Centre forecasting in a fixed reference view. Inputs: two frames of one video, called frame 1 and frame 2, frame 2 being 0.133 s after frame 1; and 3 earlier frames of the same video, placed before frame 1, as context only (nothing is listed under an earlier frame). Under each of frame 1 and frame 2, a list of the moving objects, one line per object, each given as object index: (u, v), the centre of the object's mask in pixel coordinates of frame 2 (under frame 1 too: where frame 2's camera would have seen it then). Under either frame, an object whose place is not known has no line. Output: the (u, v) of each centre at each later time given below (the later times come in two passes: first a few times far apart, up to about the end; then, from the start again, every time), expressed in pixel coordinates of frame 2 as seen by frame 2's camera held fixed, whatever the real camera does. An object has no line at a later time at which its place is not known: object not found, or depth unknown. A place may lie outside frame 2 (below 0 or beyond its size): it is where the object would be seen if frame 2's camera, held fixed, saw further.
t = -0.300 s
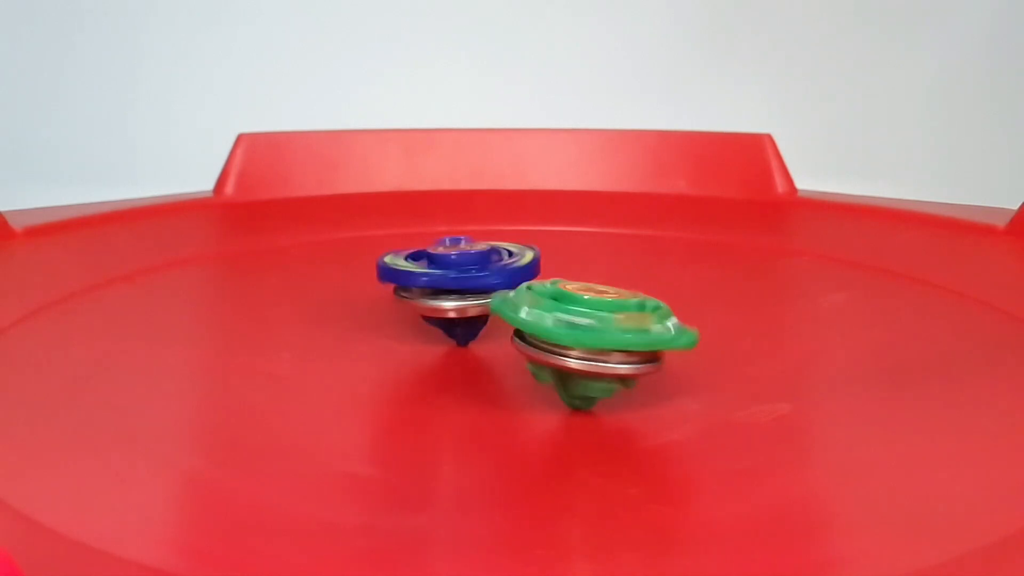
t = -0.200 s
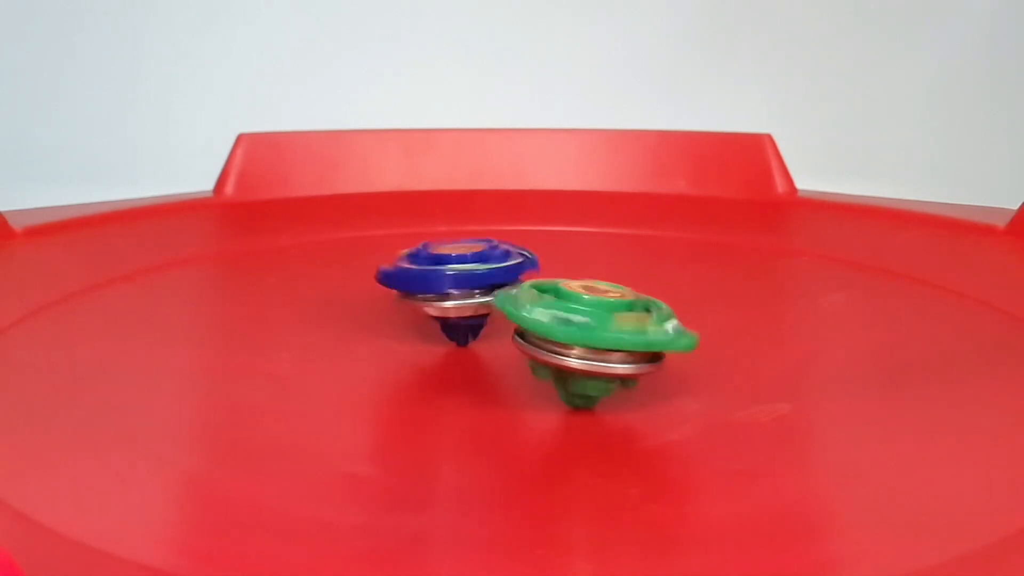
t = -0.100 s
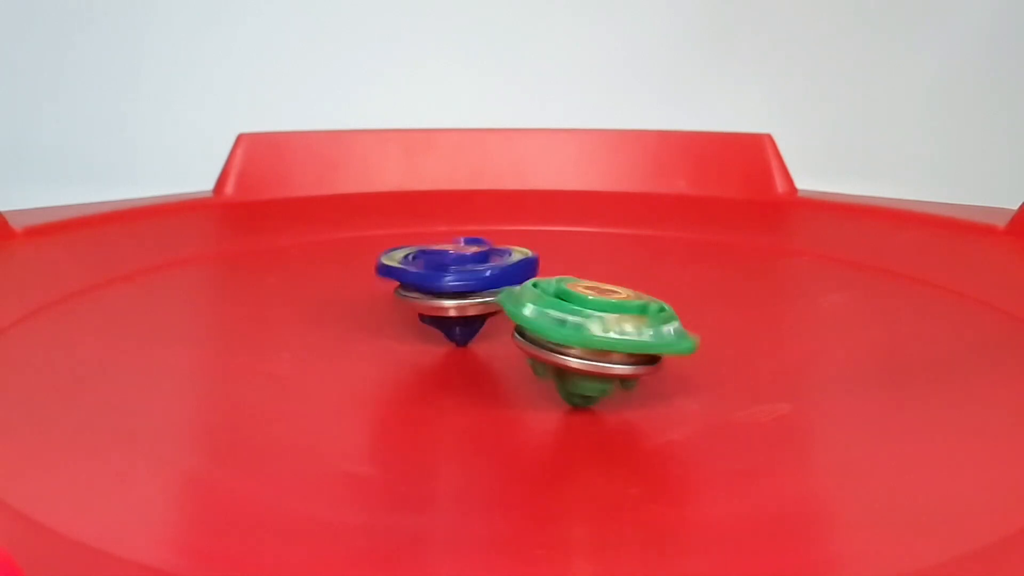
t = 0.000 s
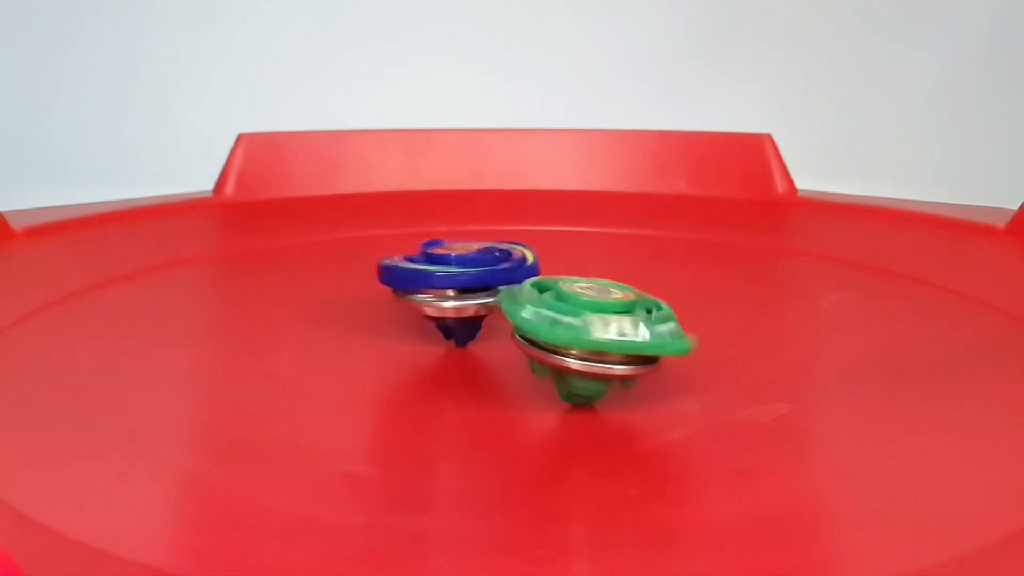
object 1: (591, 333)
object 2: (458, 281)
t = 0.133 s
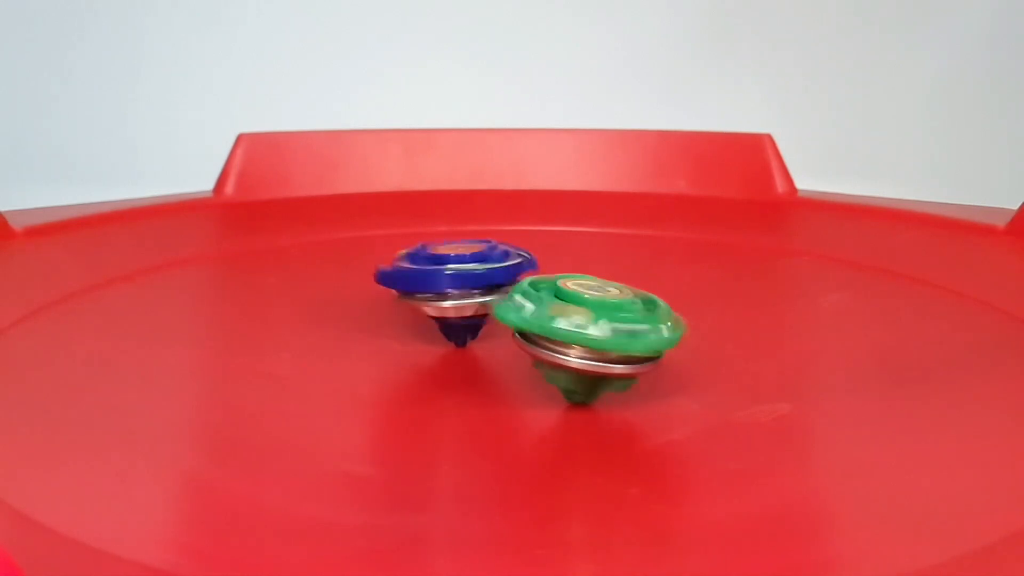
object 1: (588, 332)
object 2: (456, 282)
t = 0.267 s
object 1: (590, 331)
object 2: (454, 282)
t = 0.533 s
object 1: (590, 328)
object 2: (453, 282)
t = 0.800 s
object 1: (592, 325)
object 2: (453, 283)
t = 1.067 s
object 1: (598, 322)
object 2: (452, 283)
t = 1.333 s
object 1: (600, 319)
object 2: (451, 283)
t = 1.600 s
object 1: (605, 315)
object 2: (449, 285)
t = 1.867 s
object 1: (617, 312)
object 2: (440, 282)
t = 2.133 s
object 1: (625, 310)
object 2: (434, 282)
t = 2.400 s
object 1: (629, 309)
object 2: (426, 280)
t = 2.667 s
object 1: (637, 308)
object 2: (420, 279)
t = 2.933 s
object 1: (642, 305)
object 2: (416, 278)
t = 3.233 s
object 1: (646, 304)
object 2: (415, 278)
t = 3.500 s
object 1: (651, 304)
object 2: (415, 278)
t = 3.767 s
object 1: (654, 303)
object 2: (415, 277)
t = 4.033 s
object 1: (655, 302)
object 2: (412, 277)
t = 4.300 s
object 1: (659, 303)
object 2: (412, 277)
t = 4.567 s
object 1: (661, 303)
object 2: (412, 277)
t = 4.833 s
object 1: (659, 303)
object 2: (411, 277)
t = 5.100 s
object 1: (661, 303)
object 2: (413, 276)
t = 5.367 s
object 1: (659, 304)
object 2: (409, 277)
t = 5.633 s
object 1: (655, 305)
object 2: (410, 278)
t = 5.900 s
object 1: (654, 305)
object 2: (409, 278)
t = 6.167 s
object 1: (651, 306)
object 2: (411, 278)
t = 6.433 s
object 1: (644, 306)
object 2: (409, 280)
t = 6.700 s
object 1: (640, 306)
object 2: (410, 281)
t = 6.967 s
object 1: (636, 306)
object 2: (411, 283)
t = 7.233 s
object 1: (627, 306)
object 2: (414, 287)
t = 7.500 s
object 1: (621, 305)
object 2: (417, 290)
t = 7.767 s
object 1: (617, 305)
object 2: (421, 292)
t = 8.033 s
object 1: (608, 303)
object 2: (426, 295)
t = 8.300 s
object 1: (614, 303)
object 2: (421, 300)
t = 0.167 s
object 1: (590, 331)
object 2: (456, 282)
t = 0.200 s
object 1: (591, 331)
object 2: (455, 282)
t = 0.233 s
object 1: (590, 331)
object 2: (455, 282)
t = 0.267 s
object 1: (590, 331)
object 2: (454, 282)
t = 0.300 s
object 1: (591, 331)
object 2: (456, 282)
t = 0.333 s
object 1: (590, 330)
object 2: (456, 281)
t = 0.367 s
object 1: (590, 330)
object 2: (454, 282)
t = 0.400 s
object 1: (590, 330)
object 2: (455, 282)
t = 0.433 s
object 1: (589, 329)
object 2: (454, 282)
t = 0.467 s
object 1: (590, 329)
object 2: (454, 282)
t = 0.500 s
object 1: (590, 329)
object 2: (455, 283)
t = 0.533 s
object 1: (590, 328)
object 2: (453, 282)
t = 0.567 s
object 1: (592, 328)
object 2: (452, 283)
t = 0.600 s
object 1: (592, 328)
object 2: (455, 283)
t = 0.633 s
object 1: (593, 327)
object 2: (453, 282)
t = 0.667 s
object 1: (594, 326)
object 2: (455, 282)
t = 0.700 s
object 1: (593, 326)
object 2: (454, 282)
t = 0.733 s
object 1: (593, 326)
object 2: (452, 282)
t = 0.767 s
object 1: (593, 325)
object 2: (453, 283)
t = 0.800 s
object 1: (592, 325)
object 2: (453, 283)
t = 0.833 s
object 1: (592, 325)
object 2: (452, 283)
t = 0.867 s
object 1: (594, 324)
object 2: (452, 283)
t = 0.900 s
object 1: (593, 324)
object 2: (451, 283)
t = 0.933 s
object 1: (594, 324)
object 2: (452, 284)
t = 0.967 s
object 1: (596, 323)
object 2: (453, 283)
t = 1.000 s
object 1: (596, 323)
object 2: (453, 283)
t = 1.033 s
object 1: (597, 322)
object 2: (451, 283)
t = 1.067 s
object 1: (598, 322)
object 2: (452, 283)
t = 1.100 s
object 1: (597, 322)
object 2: (452, 284)
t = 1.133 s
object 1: (597, 321)
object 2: (451, 283)
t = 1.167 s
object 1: (598, 321)
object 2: (453, 284)
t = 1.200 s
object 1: (596, 320)
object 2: (451, 284)
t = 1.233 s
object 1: (597, 320)
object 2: (450, 284)
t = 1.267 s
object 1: (598, 319)
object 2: (453, 284)
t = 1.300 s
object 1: (598, 319)
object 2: (450, 284)
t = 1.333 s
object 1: (600, 319)
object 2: (451, 283)
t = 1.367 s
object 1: (601, 319)
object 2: (452, 284)
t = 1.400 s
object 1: (601, 318)
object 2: (450, 284)
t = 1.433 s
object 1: (602, 317)
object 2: (452, 284)
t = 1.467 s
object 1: (602, 317)
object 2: (451, 284)
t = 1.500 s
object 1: (602, 317)
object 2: (451, 284)
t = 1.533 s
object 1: (603, 315)
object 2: (450, 284)
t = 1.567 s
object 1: (604, 316)
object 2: (449, 284)
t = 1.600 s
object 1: (605, 315)
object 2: (449, 285)
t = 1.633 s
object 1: (608, 313)
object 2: (448, 284)
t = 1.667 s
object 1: (609, 313)
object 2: (448, 283)
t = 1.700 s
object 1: (611, 313)
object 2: (447, 283)
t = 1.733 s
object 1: (613, 312)
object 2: (445, 283)
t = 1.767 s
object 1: (614, 313)
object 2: (445, 283)
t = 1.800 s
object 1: (616, 313)
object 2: (443, 283)
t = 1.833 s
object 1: (617, 312)
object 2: (442, 282)
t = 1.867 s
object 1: (617, 312)
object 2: (440, 282)
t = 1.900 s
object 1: (618, 313)
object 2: (439, 282)
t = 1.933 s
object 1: (620, 311)
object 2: (438, 282)
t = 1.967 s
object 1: (619, 312)
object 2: (437, 282)
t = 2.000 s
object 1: (620, 312)
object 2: (437, 281)
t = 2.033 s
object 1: (622, 310)
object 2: (437, 281)
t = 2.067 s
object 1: (622, 311)
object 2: (436, 282)
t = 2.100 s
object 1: (623, 311)
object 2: (436, 282)
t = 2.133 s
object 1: (625, 310)
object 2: (434, 282)
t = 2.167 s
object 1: (624, 310)
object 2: (433, 280)
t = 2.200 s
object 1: (626, 310)
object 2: (433, 280)
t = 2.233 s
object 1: (627, 309)
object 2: (430, 280)
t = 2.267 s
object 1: (627, 310)
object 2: (430, 280)
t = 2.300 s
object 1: (627, 310)
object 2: (429, 281)
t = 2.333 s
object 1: (629, 308)
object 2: (429, 280)
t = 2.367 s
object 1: (628, 309)
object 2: (428, 280)
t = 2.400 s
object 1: (629, 309)
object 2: (426, 280)
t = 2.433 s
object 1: (631, 307)
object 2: (426, 280)
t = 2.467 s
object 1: (630, 309)
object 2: (425, 281)
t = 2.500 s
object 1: (632, 308)
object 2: (424, 279)
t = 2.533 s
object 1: (634, 307)
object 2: (424, 279)
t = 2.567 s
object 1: (634, 308)
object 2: (422, 279)
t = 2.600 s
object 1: (635, 308)
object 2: (420, 279)
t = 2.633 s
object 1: (637, 306)
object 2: (420, 279)
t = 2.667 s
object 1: (637, 308)
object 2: (420, 279)
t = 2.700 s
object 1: (638, 307)
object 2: (421, 279)
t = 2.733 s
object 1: (639, 306)
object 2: (419, 279)
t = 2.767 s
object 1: (639, 307)
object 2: (418, 279)
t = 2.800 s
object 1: (640, 307)
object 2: (418, 280)
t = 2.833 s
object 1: (641, 305)
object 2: (417, 279)
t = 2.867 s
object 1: (640, 307)
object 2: (418, 279)
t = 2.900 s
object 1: (641, 306)
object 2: (416, 279)
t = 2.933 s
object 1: (642, 305)
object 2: (416, 278)
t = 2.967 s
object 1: (641, 306)
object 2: (416, 279)
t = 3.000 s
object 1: (643, 305)
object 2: (416, 278)
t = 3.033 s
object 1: (644, 305)
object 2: (417, 278)
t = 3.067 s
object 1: (643, 306)
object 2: (417, 278)
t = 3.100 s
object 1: (644, 305)
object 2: (416, 278)
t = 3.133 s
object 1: (645, 304)
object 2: (416, 278)
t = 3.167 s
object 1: (644, 306)
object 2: (414, 278)
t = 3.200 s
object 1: (645, 305)
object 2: (416, 278)
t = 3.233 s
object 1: (646, 304)
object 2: (415, 278)
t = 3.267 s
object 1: (646, 305)
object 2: (414, 278)
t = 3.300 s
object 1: (647, 304)
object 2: (415, 278)
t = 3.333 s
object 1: (648, 303)
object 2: (415, 278)
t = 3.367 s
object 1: (648, 304)
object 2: (417, 278)
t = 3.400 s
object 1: (650, 304)
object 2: (417, 278)
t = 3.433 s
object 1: (651, 303)
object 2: (416, 278)
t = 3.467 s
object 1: (650, 304)
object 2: (415, 278)
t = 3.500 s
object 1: (651, 304)
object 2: (415, 278)
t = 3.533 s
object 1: (652, 303)
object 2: (415, 277)
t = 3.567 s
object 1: (651, 304)
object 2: (416, 278)
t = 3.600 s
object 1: (652, 304)
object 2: (414, 278)
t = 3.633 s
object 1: (653, 303)
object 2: (414, 278)
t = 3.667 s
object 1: (652, 304)
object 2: (415, 278)
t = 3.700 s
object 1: (653, 303)
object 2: (415, 277)
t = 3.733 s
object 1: (654, 302)
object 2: (416, 277)
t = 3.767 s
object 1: (654, 303)
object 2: (415, 277)
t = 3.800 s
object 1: (655, 303)
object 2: (414, 277)
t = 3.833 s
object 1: (655, 302)
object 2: (414, 277)
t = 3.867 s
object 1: (655, 303)
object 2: (413, 277)
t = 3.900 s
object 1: (655, 303)
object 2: (414, 278)
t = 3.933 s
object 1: (654, 302)
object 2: (412, 277)
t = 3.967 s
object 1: (654, 303)
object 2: (412, 277)
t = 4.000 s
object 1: (655, 303)
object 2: (413, 278)
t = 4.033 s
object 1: (655, 302)
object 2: (412, 277)
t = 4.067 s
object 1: (655, 303)
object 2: (415, 277)
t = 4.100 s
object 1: (656, 303)
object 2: (414, 277)
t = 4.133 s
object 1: (658, 302)
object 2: (413, 277)
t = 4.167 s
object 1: (658, 303)
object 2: (413, 277)
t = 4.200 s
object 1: (659, 303)
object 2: (412, 277)
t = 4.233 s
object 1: (660, 302)
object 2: (414, 277)
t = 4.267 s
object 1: (659, 303)
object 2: (413, 277)
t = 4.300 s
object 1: (659, 303)
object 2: (412, 277)
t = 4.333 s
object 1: (660, 302)
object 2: (412, 277)
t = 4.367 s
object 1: (659, 303)
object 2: (412, 277)
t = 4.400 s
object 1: (660, 303)
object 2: (414, 277)
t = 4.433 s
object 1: (660, 302)
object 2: (415, 277)
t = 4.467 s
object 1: (660, 303)
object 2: (413, 277)
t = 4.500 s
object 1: (661, 303)
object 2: (412, 277)
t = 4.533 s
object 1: (661, 302)
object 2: (412, 277)
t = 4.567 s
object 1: (661, 303)
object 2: (412, 277)
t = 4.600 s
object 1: (661, 303)
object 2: (413, 277)
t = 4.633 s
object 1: (661, 302)
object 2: (411, 277)
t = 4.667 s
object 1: (660, 303)
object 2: (411, 277)
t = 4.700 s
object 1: (660, 303)
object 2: (412, 277)
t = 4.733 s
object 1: (660, 303)
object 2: (412, 277)
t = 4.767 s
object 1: (659, 303)
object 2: (414, 277)
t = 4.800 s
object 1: (659, 303)
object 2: (412, 277)
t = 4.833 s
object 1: (659, 303)
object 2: (411, 277)
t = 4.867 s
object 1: (659, 303)
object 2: (411, 277)
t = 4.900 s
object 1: (660, 303)
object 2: (410, 277)
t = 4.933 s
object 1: (661, 303)
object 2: (412, 277)
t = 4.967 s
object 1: (661, 304)
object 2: (410, 277)
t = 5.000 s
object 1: (661, 303)
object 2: (410, 277)
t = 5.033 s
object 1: (662, 303)
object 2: (410, 277)
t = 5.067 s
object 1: (661, 303)
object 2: (410, 277)
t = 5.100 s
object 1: (661, 303)
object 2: (413, 276)
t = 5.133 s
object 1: (661, 303)
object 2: (412, 277)
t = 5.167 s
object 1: (660, 304)
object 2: (411, 277)
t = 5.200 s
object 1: (660, 303)
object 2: (410, 277)
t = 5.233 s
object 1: (660, 303)
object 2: (410, 277)
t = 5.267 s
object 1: (659, 304)
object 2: (411, 277)
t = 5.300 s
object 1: (660, 303)
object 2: (410, 278)
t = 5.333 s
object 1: (660, 304)
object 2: (409, 278)
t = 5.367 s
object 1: (659, 304)
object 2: (409, 277)
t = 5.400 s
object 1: (659, 304)
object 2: (409, 277)
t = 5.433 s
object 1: (660, 304)
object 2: (411, 277)
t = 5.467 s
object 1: (658, 304)
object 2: (412, 277)
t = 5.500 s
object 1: (657, 304)
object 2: (410, 278)
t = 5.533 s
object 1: (657, 304)
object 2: (409, 277)
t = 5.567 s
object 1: (656, 305)
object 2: (410, 277)
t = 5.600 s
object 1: (655, 305)
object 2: (409, 277)
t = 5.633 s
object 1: (655, 305)
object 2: (410, 278)
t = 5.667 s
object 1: (654, 305)
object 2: (408, 278)
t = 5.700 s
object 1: (655, 304)
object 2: (408, 278)
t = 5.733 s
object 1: (656, 305)
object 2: (409, 278)
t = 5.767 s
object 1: (655, 305)
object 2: (408, 278)
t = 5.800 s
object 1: (655, 305)
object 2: (411, 277)
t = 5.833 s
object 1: (655, 305)
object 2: (410, 278)
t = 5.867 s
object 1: (654, 305)
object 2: (409, 278)
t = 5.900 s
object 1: (654, 305)
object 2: (409, 278)
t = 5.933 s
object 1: (654, 305)
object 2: (408, 278)
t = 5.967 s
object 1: (653, 305)
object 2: (410, 278)
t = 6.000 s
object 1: (652, 305)
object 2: (409, 278)
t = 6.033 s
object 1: (652, 305)
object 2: (408, 279)
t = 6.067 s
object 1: (651, 306)
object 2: (408, 278)
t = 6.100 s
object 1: (651, 305)
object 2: (408, 279)
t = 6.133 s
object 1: (652, 305)
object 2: (410, 278)
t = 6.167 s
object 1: (651, 306)
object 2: (411, 278)
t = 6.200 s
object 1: (650, 305)
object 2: (409, 279)
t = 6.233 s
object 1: (650, 305)
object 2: (408, 279)
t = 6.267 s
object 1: (648, 306)
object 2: (409, 279)
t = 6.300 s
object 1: (647, 305)
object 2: (409, 279)
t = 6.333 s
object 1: (647, 305)
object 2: (409, 279)
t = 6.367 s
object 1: (646, 306)
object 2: (408, 280)
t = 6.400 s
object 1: (644, 306)
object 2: (407, 280)
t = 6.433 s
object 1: (644, 306)
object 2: (409, 280)
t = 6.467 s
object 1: (643, 306)
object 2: (409, 280)
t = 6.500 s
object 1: (643, 305)
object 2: (411, 279)
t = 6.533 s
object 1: (644, 306)
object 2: (410, 280)
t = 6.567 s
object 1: (643, 307)
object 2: (409, 281)
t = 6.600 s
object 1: (642, 306)
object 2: (410, 280)
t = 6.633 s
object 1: (642, 306)
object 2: (410, 281)
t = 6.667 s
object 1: (641, 306)
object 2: (412, 281)
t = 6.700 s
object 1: (640, 306)
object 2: (410, 281)
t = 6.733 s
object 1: (640, 306)
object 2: (409, 281)
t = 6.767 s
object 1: (639, 307)
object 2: (410, 281)
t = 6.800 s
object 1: (638, 306)
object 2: (410, 282)
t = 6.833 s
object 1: (638, 306)
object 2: (412, 281)
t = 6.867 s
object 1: (636, 307)
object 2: (412, 283)
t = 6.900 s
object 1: (636, 306)
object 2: (411, 283)
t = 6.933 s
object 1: (637, 306)
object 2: (411, 283)
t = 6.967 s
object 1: (636, 306)
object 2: (411, 283)
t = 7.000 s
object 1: (634, 306)
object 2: (412, 283)
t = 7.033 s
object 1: (634, 306)
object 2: (413, 284)
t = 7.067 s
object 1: (633, 306)
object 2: (411, 284)
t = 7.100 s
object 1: (631, 305)
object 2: (411, 284)
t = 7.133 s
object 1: (631, 306)
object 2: (412, 285)
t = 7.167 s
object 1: (630, 306)
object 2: (413, 285)
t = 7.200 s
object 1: (628, 306)
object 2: (415, 285)
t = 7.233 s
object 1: (627, 306)
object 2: (414, 287)
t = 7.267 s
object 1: (626, 306)
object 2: (414, 287)
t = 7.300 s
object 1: (625, 305)
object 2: (416, 287)
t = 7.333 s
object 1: (626, 306)
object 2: (415, 287)
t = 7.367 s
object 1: (625, 306)
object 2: (417, 288)
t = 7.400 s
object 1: (624, 305)
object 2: (416, 288)
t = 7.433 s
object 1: (624, 305)
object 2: (416, 289)
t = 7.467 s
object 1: (623, 306)
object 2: (417, 289)
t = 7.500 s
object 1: (621, 305)
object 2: (417, 290)
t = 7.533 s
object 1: (621, 305)
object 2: (420, 289)
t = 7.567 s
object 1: (620, 306)
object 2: (420, 290)
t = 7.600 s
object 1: (619, 305)
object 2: (420, 291)
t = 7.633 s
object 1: (619, 305)
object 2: (420, 291)
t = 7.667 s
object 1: (618, 305)
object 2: (420, 291)
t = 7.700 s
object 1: (616, 304)
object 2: (422, 291)
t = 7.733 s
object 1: (617, 305)
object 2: (422, 292)
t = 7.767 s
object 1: (617, 305)
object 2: (421, 292)
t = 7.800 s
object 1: (615, 305)
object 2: (421, 293)
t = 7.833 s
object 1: (615, 304)
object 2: (422, 293)
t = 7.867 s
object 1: (614, 304)
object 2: (424, 293)
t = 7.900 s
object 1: (612, 304)
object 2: (426, 293)
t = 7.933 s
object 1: (612, 304)
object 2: (425, 295)
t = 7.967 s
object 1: (611, 304)
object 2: (425, 295)
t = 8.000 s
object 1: (609, 304)
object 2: (427, 295)
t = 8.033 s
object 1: (608, 303)
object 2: (426, 295)
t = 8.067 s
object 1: (607, 304)
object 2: (428, 296)
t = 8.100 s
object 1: (606, 303)
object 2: (427, 296)
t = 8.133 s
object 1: (606, 303)
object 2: (427, 297)
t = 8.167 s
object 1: (606, 304)
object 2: (428, 297)
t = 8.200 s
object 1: (605, 303)
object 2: (428, 298)
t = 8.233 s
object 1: (606, 303)
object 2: (428, 297)
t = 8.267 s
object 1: (610, 303)
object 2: (426, 298)
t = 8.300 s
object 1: (614, 303)
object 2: (421, 300)
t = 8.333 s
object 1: (617, 302)
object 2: (418, 299)
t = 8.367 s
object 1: (621, 302)
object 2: (416, 298)
